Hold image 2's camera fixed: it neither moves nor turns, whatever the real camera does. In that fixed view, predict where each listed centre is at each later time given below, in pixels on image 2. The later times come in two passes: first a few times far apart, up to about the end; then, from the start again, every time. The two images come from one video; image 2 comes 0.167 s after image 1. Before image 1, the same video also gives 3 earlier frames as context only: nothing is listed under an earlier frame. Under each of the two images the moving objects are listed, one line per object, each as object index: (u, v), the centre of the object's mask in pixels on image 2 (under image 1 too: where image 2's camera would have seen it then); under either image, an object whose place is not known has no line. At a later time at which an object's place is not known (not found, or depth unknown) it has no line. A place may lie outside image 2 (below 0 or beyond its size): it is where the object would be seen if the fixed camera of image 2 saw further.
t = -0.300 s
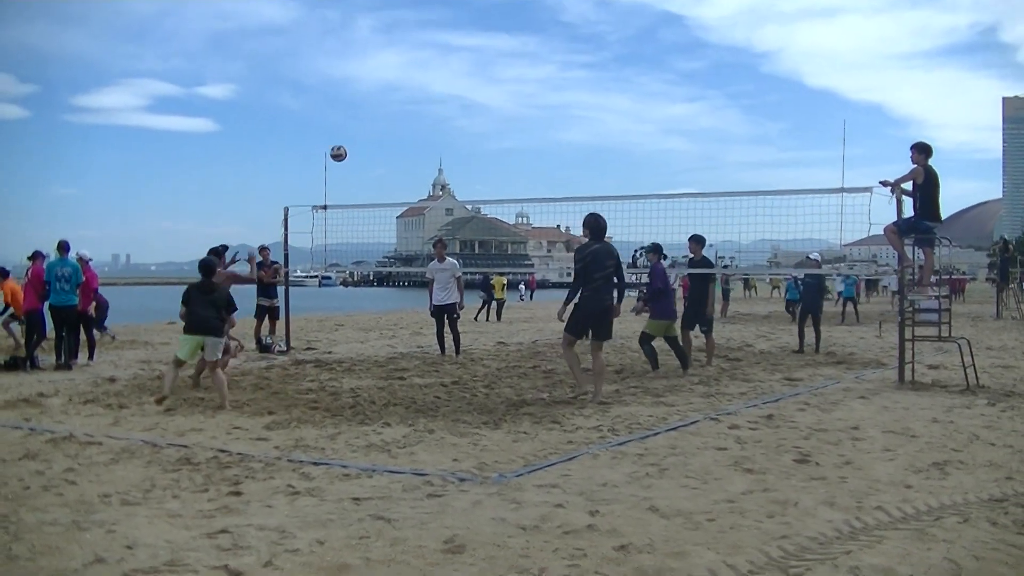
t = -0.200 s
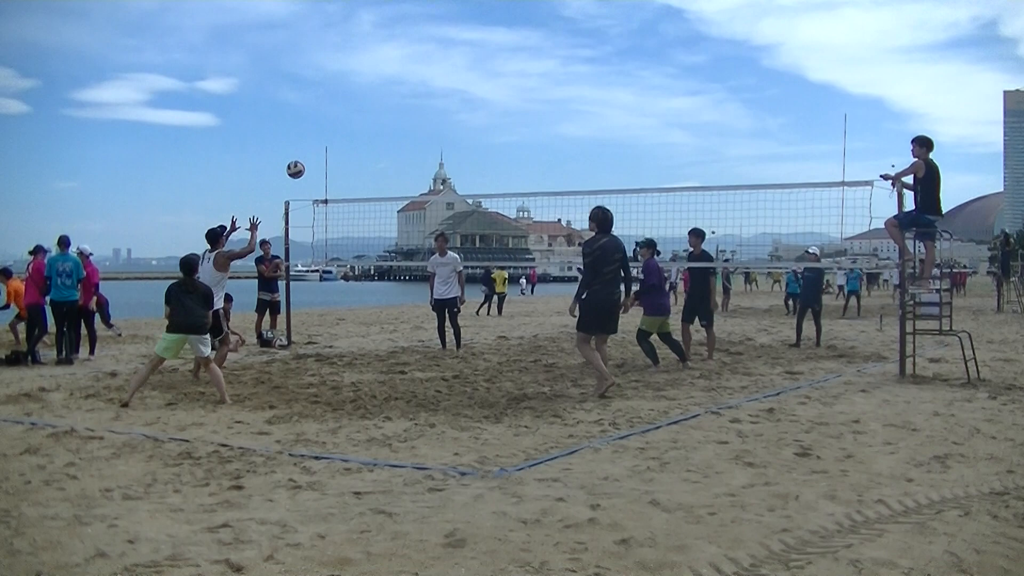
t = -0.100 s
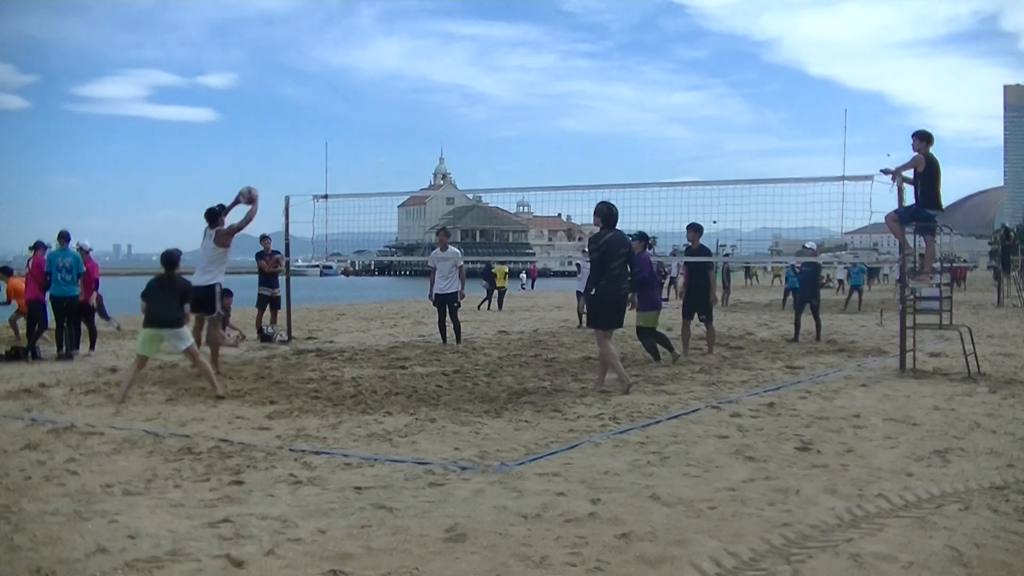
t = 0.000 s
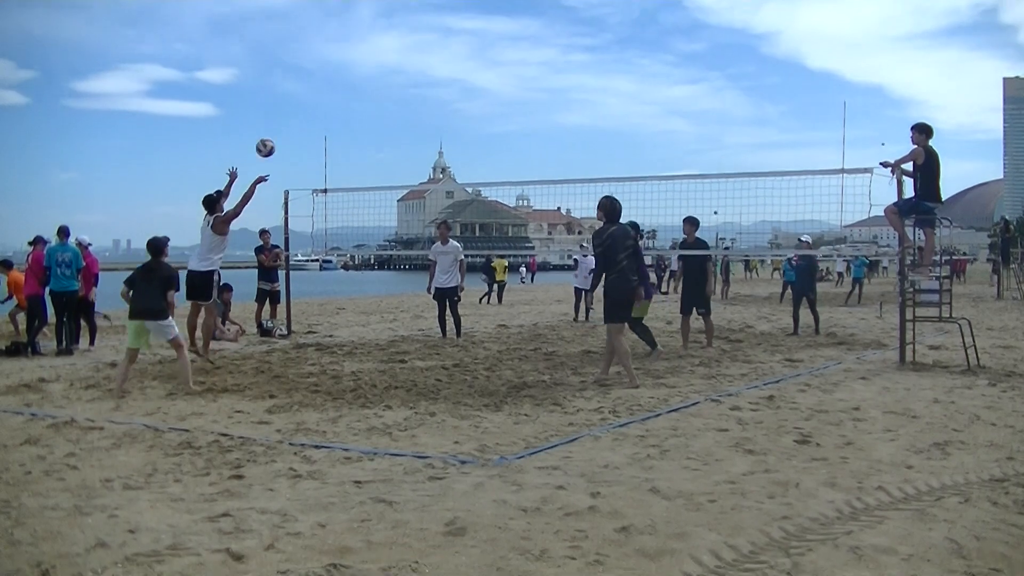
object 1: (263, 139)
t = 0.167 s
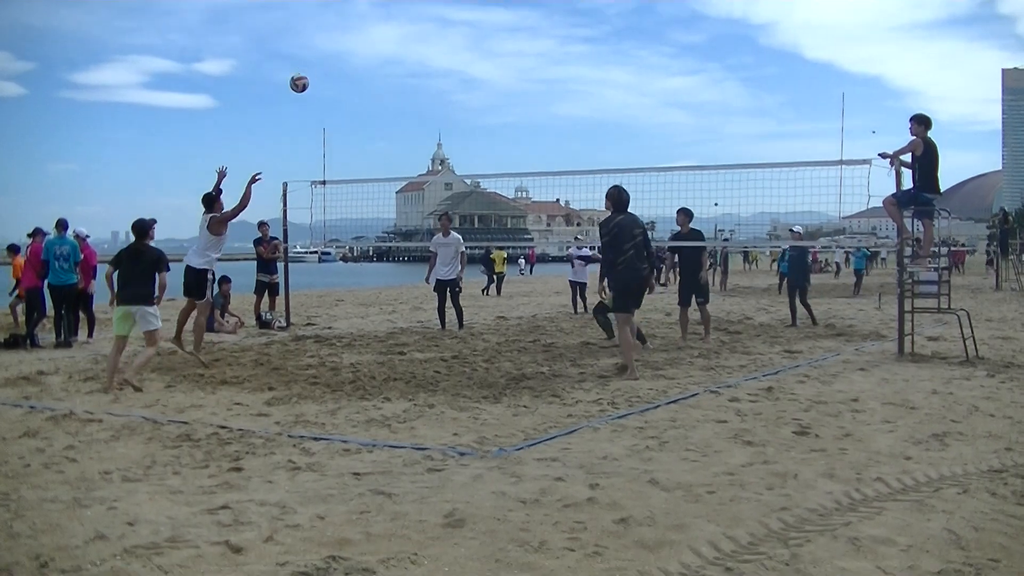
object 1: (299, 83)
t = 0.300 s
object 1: (325, 57)
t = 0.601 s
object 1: (374, 57)
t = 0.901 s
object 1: (418, 129)
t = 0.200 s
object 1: (305, 75)
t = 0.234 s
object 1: (312, 68)
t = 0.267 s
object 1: (319, 62)
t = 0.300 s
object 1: (325, 57)
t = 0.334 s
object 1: (331, 54)
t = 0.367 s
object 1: (337, 51)
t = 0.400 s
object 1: (342, 49)
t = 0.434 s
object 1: (348, 48)
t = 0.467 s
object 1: (353, 48)
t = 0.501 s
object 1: (358, 49)
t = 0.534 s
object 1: (364, 50)
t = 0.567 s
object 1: (369, 53)
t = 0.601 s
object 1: (374, 57)
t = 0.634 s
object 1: (379, 62)
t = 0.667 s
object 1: (384, 67)
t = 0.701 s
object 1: (389, 73)
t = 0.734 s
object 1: (394, 80)
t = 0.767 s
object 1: (399, 89)
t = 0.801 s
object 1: (404, 98)
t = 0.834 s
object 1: (408, 107)
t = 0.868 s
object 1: (413, 118)
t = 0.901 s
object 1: (418, 129)
